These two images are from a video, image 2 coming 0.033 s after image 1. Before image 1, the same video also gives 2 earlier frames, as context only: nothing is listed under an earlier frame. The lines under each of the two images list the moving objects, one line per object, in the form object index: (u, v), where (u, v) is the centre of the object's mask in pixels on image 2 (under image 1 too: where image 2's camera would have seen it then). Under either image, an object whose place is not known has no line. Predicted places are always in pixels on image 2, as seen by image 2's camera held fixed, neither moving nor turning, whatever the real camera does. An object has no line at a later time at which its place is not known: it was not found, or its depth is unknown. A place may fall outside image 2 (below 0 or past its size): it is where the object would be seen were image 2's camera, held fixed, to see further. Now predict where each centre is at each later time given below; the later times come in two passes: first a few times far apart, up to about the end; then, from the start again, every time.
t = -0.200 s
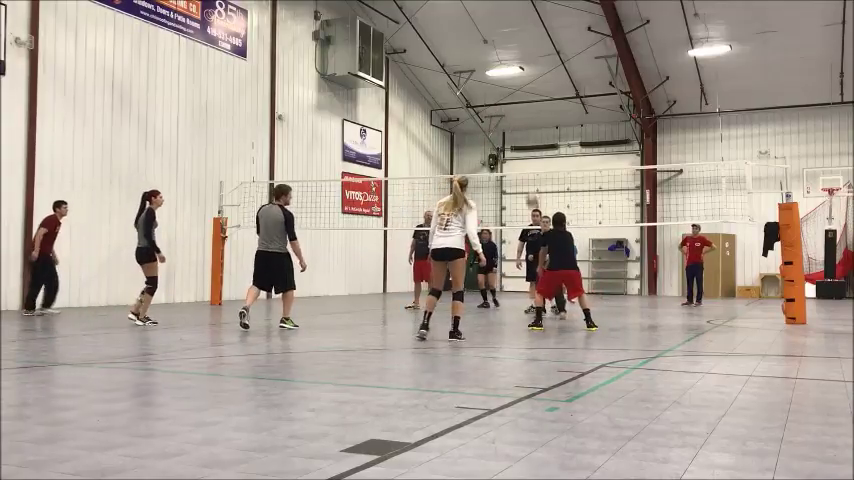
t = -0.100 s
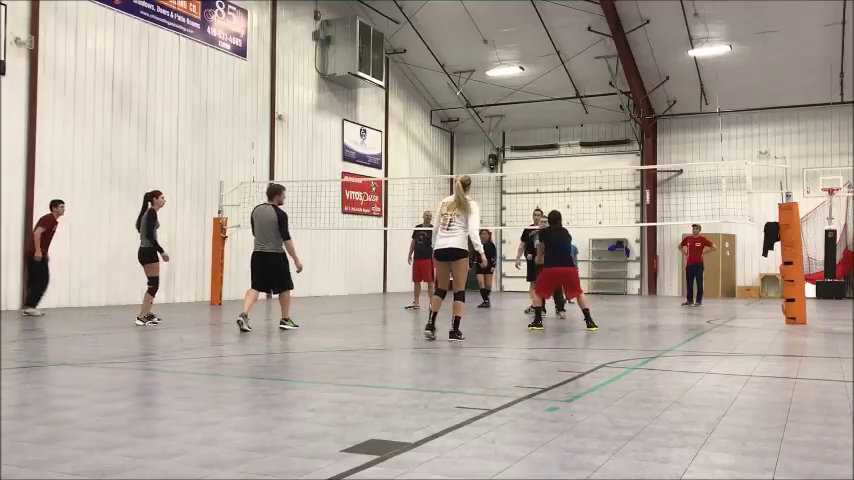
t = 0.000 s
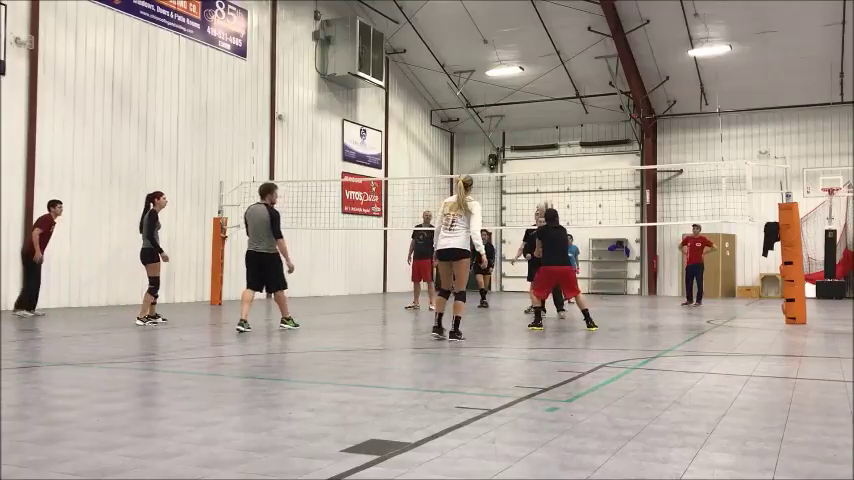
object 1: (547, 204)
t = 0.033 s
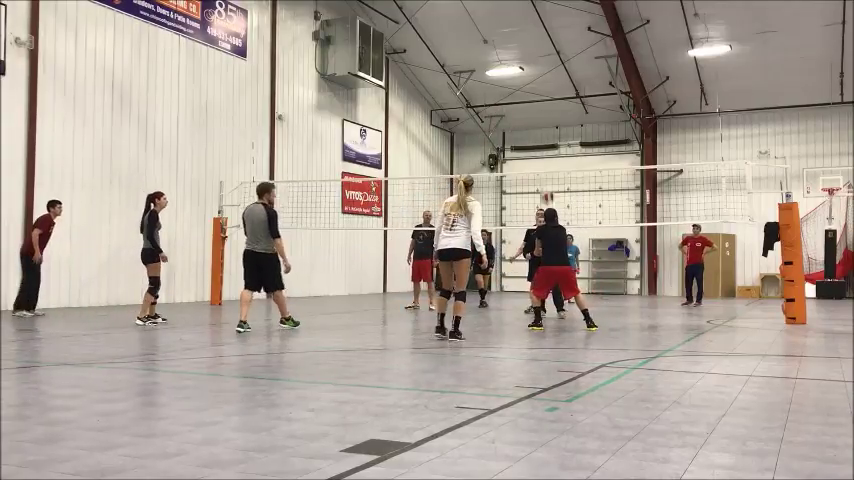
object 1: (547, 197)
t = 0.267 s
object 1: (555, 133)
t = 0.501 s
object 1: (563, 113)
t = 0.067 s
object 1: (548, 183)
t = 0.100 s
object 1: (549, 173)
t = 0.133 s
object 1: (551, 163)
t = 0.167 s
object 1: (552, 154)
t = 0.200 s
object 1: (553, 146)
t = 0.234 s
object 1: (554, 139)
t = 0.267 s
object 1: (555, 133)
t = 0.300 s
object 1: (556, 128)
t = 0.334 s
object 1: (558, 123)
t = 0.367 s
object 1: (559, 120)
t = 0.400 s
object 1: (560, 118)
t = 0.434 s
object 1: (561, 115)
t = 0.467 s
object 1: (562, 114)
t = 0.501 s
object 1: (563, 113)
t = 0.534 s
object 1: (564, 112)
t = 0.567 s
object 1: (565, 113)
